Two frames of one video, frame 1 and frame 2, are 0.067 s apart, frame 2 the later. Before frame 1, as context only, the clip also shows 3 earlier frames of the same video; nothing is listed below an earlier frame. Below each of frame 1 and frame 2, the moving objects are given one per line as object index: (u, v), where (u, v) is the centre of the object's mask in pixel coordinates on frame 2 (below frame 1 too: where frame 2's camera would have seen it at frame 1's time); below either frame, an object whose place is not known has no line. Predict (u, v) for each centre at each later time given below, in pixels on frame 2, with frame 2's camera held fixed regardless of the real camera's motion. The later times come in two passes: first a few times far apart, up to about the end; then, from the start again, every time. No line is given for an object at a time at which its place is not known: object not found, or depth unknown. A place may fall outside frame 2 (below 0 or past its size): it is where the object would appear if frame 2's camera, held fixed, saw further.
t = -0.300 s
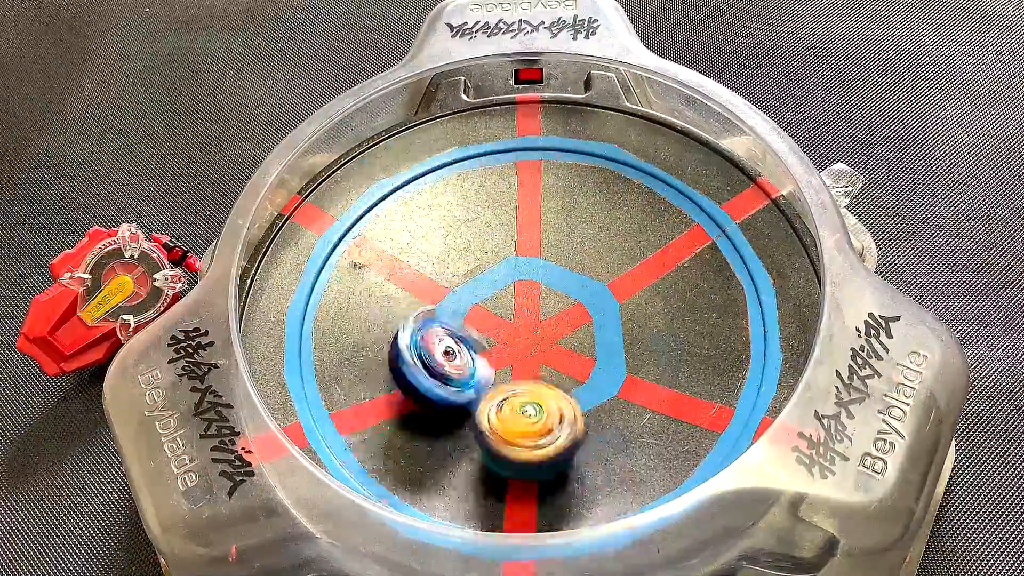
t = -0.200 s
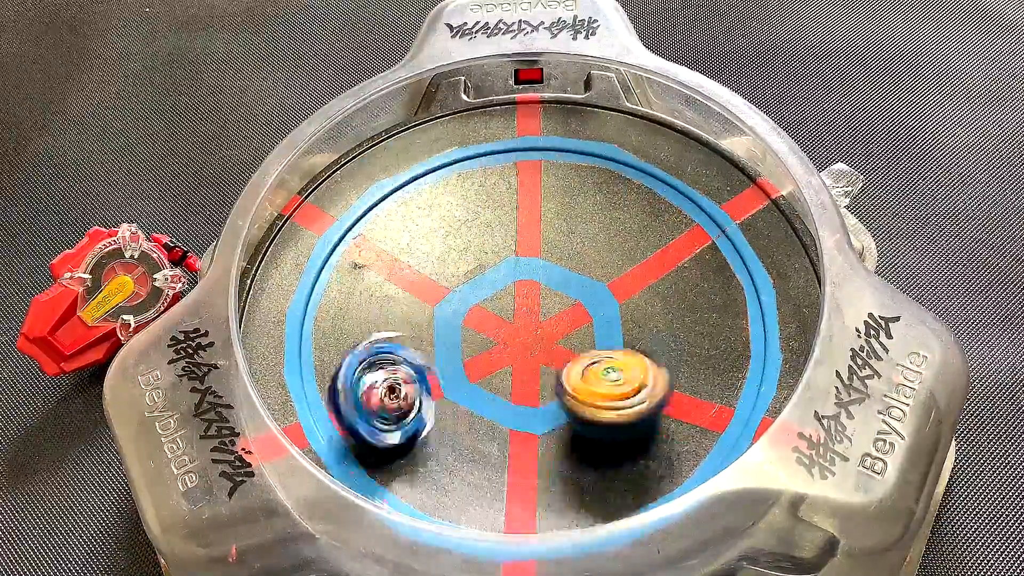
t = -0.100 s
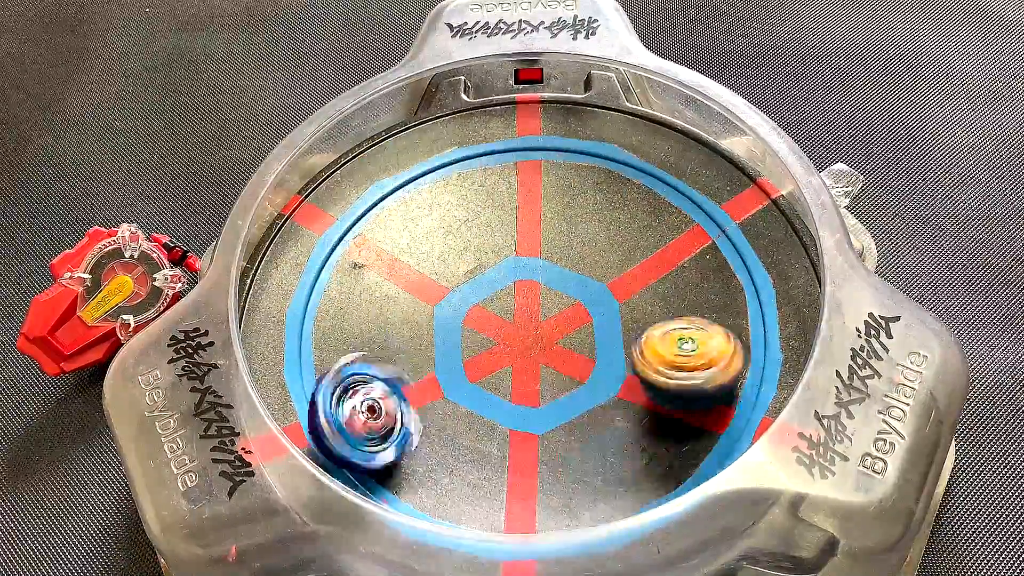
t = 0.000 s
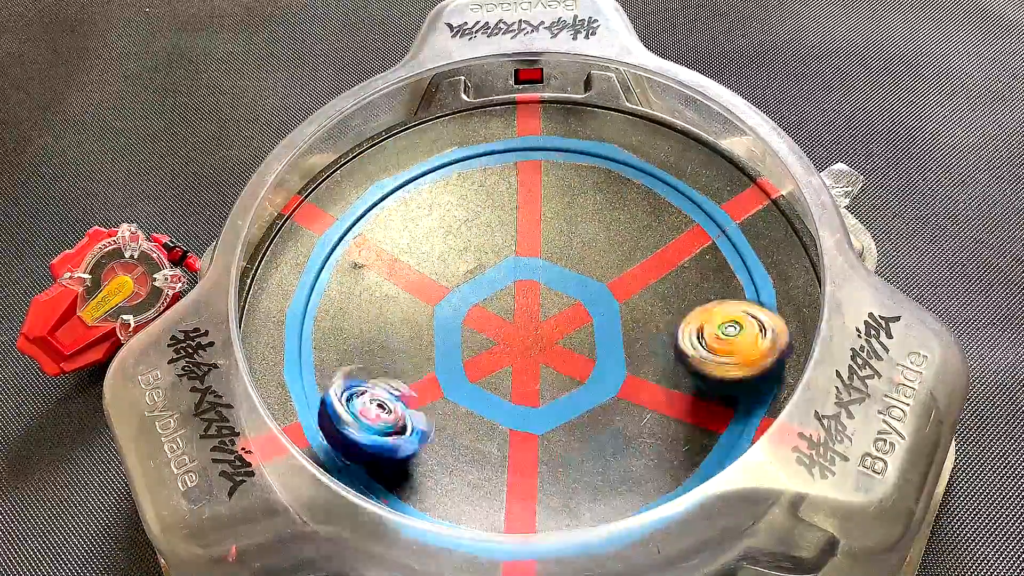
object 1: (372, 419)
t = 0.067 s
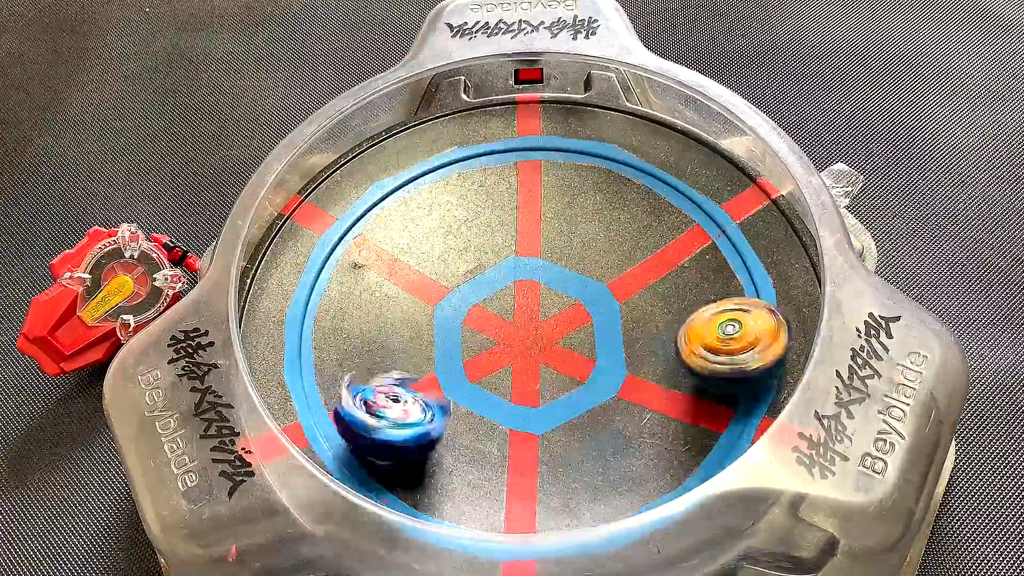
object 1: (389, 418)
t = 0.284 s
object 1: (528, 374)
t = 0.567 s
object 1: (513, 403)
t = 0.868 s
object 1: (526, 379)
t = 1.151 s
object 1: (544, 376)
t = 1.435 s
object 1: (535, 361)
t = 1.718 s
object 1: (509, 340)
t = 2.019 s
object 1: (516, 340)
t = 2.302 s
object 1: (512, 338)
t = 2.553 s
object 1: (509, 337)
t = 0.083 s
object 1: (397, 417)
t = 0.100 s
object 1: (405, 416)
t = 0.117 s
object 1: (412, 414)
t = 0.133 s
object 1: (422, 412)
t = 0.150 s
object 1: (431, 411)
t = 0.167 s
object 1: (442, 407)
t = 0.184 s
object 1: (454, 402)
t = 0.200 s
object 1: (465, 400)
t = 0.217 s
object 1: (477, 395)
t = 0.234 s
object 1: (490, 390)
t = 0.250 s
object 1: (502, 384)
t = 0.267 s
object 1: (514, 378)
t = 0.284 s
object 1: (528, 374)
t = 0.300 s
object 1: (541, 370)
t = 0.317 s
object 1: (549, 366)
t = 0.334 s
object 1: (551, 367)
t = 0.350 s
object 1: (550, 373)
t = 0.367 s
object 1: (549, 382)
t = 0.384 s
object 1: (545, 385)
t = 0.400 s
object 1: (540, 388)
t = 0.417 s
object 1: (536, 392)
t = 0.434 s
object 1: (534, 390)
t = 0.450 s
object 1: (530, 393)
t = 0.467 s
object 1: (526, 396)
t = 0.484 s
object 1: (521, 399)
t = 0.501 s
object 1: (517, 404)
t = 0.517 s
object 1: (516, 404)
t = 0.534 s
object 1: (514, 405)
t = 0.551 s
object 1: (514, 404)
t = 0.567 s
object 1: (513, 403)
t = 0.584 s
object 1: (514, 404)
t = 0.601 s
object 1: (515, 403)
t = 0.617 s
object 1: (515, 401)
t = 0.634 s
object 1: (516, 400)
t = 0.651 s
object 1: (517, 398)
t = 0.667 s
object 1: (518, 396)
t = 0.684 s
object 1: (519, 395)
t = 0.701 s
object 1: (521, 394)
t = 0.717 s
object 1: (523, 393)
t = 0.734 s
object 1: (524, 392)
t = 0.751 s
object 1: (526, 391)
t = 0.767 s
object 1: (526, 389)
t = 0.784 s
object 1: (527, 386)
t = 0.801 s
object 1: (527, 385)
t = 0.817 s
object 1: (527, 383)
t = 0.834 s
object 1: (527, 382)
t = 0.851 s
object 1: (526, 380)
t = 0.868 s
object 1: (526, 379)
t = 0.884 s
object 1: (525, 376)
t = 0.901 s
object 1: (525, 375)
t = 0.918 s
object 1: (525, 374)
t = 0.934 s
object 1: (524, 372)
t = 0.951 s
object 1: (524, 372)
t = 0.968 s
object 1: (524, 371)
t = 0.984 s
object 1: (524, 371)
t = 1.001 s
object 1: (524, 372)
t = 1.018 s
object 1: (524, 371)
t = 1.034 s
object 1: (524, 371)
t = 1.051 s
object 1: (526, 372)
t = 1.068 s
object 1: (528, 372)
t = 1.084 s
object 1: (530, 374)
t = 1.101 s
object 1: (535, 373)
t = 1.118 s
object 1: (539, 375)
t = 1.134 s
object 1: (542, 375)
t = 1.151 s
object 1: (544, 376)
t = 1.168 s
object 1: (544, 376)
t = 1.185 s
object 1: (544, 376)
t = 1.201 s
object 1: (544, 376)
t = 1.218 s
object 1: (544, 376)
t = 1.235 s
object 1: (544, 376)
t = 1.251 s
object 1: (544, 376)
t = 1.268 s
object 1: (544, 375)
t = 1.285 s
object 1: (544, 375)
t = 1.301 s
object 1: (544, 374)
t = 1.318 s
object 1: (544, 373)
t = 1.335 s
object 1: (543, 372)
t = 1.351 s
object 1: (543, 370)
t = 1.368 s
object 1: (542, 368)
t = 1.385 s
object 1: (541, 365)
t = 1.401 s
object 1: (539, 364)
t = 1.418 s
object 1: (537, 362)
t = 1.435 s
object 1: (535, 361)
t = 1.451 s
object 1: (533, 360)
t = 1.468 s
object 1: (530, 360)
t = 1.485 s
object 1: (529, 359)
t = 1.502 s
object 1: (527, 359)
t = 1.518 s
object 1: (525, 358)
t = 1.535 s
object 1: (523, 358)
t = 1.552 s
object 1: (520, 358)
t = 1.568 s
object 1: (518, 356)
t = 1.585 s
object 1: (516, 352)
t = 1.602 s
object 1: (516, 349)
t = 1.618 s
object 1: (515, 347)
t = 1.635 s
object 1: (513, 345)
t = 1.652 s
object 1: (512, 343)
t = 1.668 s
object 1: (510, 342)
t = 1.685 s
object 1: (509, 341)
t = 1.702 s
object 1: (509, 341)
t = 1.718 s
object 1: (509, 340)
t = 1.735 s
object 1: (508, 339)
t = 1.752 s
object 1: (507, 339)
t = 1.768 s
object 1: (508, 338)
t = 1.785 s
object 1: (508, 338)
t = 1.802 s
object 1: (510, 338)
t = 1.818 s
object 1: (511, 338)
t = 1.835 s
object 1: (512, 338)
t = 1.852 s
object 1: (513, 339)
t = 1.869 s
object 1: (514, 340)
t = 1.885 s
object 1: (515, 340)
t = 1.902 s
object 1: (516, 340)
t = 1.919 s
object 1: (517, 341)
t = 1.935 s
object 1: (517, 342)
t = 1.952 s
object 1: (517, 342)
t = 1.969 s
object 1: (517, 341)
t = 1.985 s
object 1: (517, 341)
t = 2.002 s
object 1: (517, 341)
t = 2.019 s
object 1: (516, 340)
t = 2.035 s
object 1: (516, 340)
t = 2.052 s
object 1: (515, 340)
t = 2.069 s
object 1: (514, 339)
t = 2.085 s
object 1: (514, 339)
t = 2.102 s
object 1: (513, 338)
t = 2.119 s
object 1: (512, 338)
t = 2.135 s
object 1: (511, 337)
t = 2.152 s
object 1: (510, 337)
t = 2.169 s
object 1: (509, 337)
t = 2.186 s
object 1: (509, 337)
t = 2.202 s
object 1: (509, 337)
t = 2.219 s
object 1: (509, 337)
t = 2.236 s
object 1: (510, 338)
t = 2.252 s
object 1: (511, 338)
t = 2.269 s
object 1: (511, 338)
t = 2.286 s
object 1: (512, 338)
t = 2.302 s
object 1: (512, 338)
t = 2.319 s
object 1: (513, 339)
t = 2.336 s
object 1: (513, 339)
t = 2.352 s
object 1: (513, 339)
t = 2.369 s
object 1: (513, 339)
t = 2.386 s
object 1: (513, 339)
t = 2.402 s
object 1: (513, 339)
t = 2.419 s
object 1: (513, 339)
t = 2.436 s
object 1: (513, 339)
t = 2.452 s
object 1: (512, 338)
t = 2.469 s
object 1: (511, 338)
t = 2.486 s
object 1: (511, 338)
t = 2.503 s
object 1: (510, 337)
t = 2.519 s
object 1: (510, 337)
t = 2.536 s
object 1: (509, 337)
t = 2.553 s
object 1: (509, 337)
